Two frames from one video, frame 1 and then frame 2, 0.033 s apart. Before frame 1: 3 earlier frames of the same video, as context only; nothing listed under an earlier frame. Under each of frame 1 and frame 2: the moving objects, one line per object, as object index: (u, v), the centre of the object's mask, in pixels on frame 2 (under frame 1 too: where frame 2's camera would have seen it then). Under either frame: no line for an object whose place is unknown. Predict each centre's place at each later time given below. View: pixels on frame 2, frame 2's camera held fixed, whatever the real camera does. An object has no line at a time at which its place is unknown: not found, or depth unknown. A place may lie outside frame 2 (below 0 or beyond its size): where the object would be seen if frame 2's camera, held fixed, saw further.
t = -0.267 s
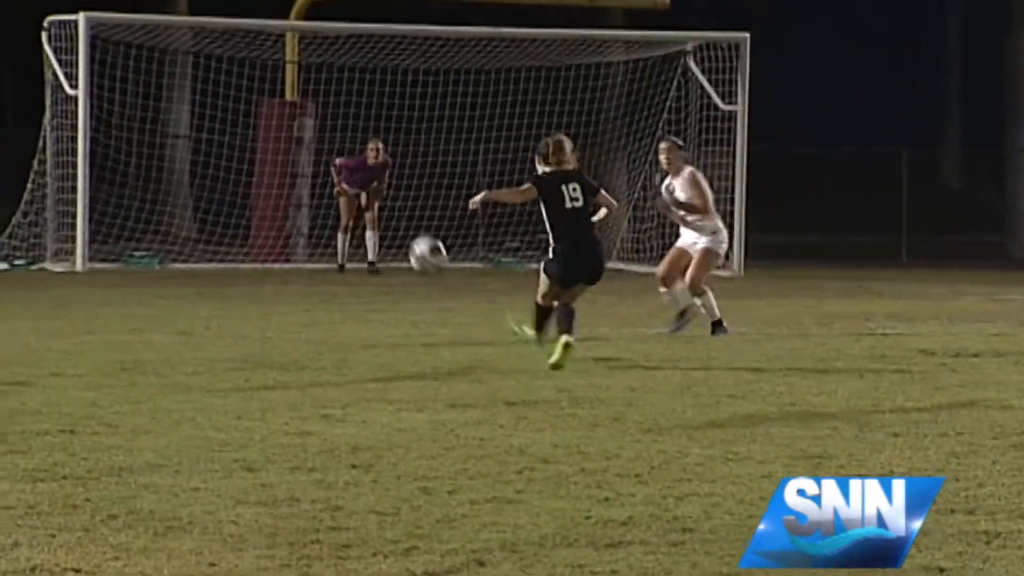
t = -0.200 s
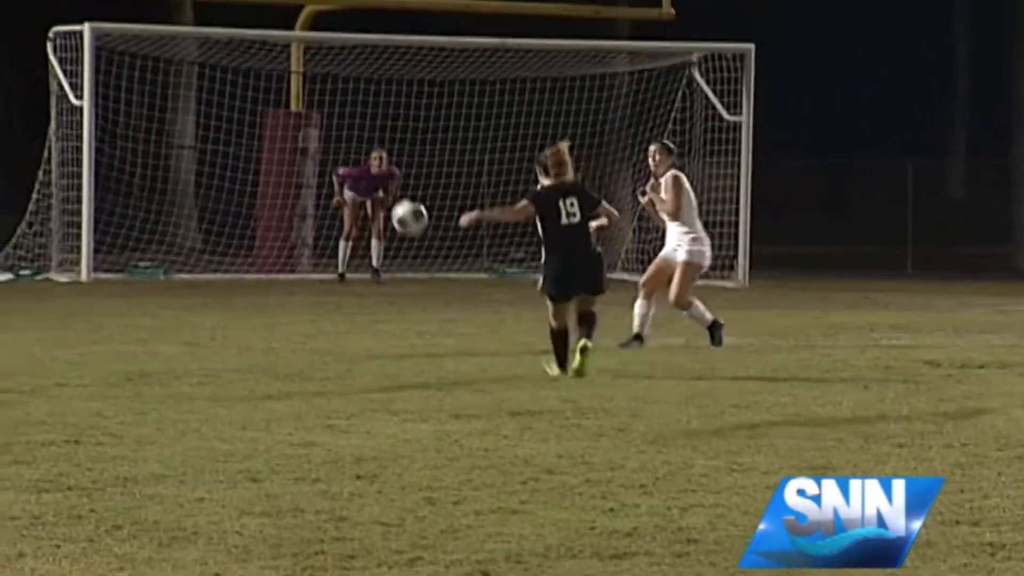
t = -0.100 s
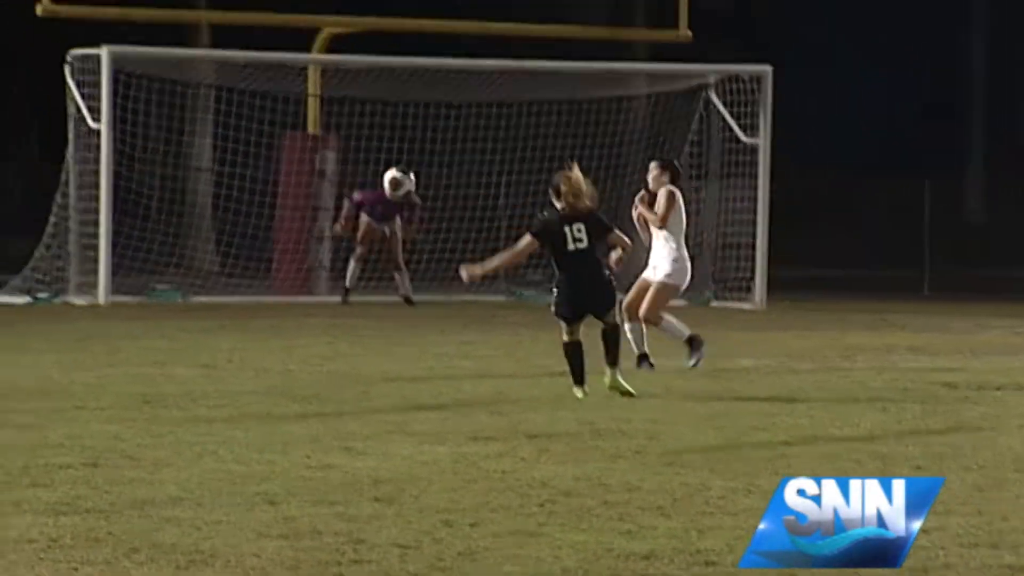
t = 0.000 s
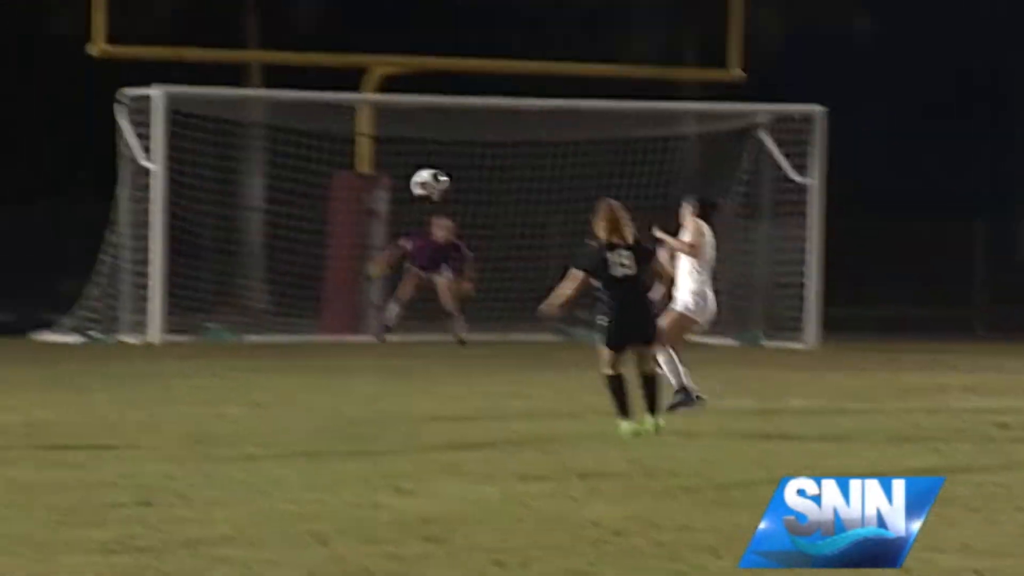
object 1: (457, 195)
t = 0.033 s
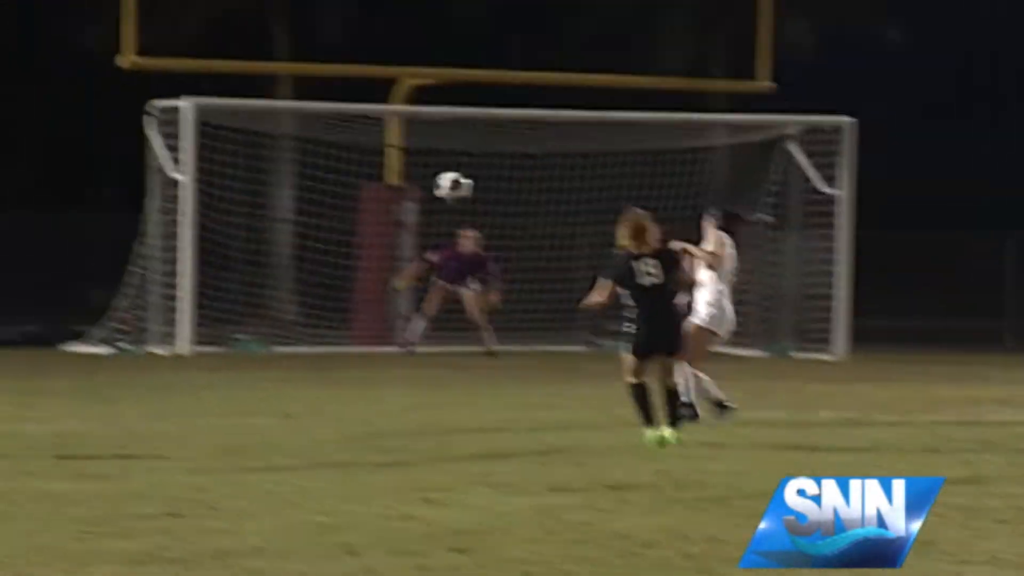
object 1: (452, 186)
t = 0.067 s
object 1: (448, 179)
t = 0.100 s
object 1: (443, 174)
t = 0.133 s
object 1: (438, 169)
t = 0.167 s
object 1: (435, 167)
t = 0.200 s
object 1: (435, 166)
